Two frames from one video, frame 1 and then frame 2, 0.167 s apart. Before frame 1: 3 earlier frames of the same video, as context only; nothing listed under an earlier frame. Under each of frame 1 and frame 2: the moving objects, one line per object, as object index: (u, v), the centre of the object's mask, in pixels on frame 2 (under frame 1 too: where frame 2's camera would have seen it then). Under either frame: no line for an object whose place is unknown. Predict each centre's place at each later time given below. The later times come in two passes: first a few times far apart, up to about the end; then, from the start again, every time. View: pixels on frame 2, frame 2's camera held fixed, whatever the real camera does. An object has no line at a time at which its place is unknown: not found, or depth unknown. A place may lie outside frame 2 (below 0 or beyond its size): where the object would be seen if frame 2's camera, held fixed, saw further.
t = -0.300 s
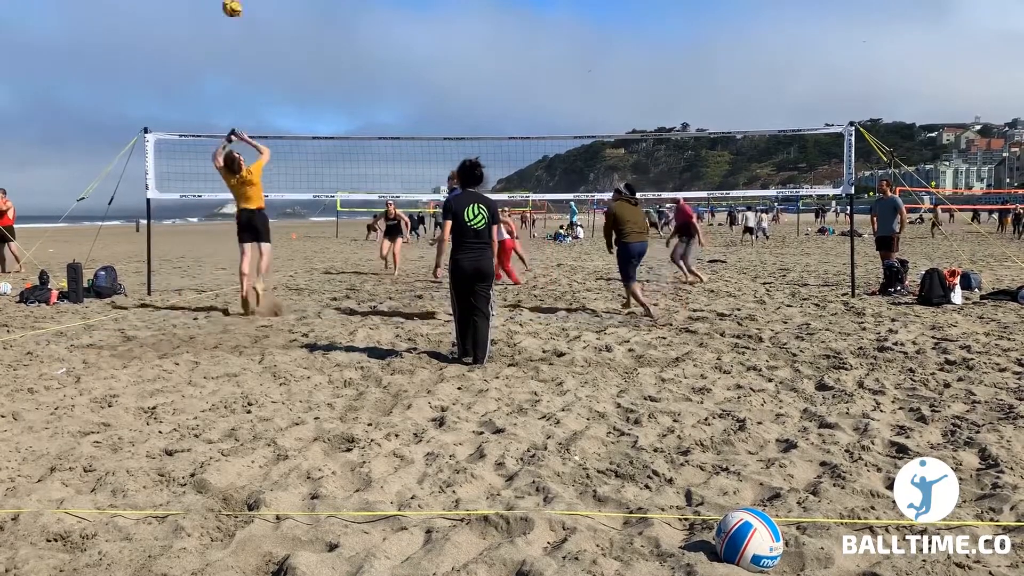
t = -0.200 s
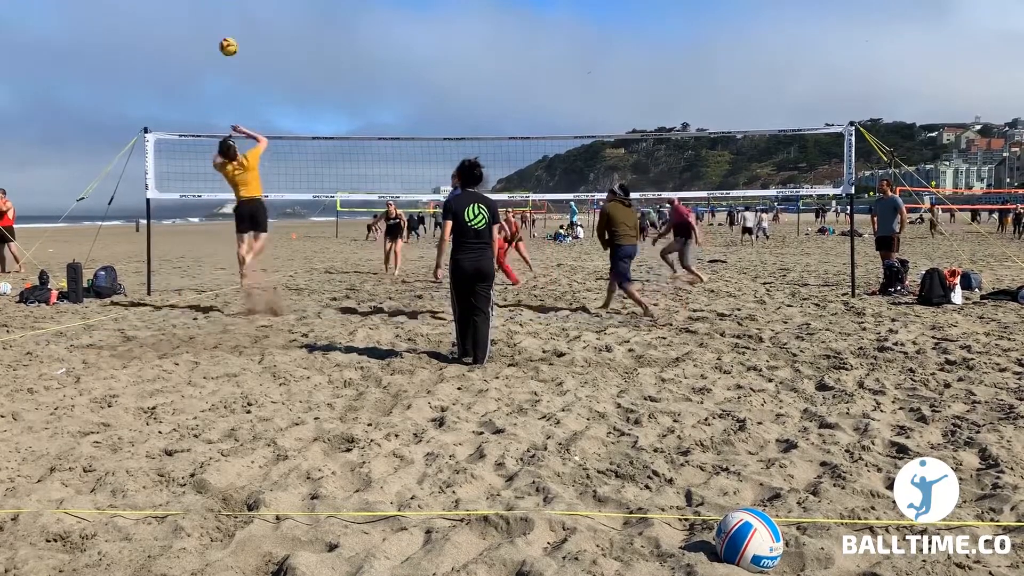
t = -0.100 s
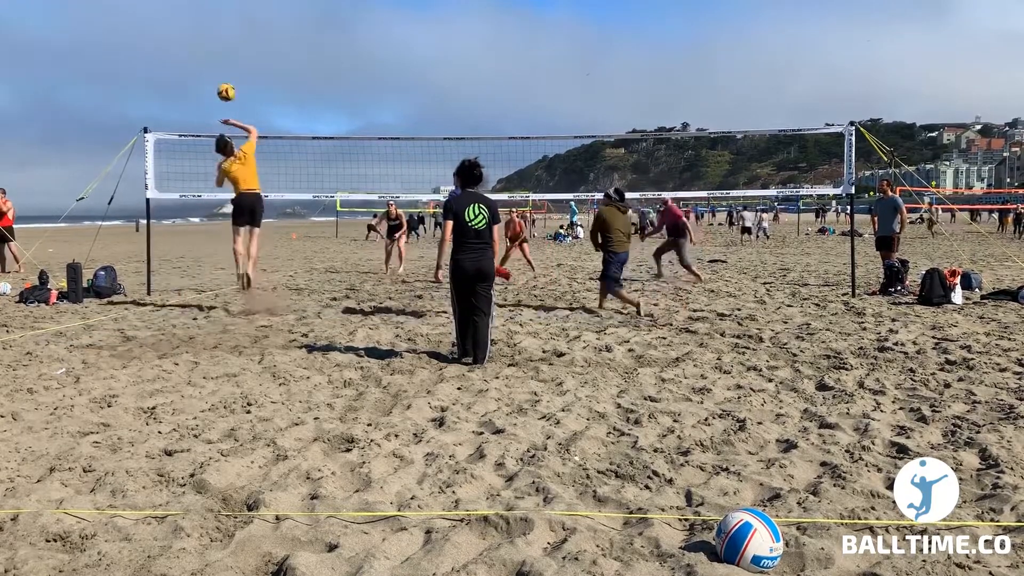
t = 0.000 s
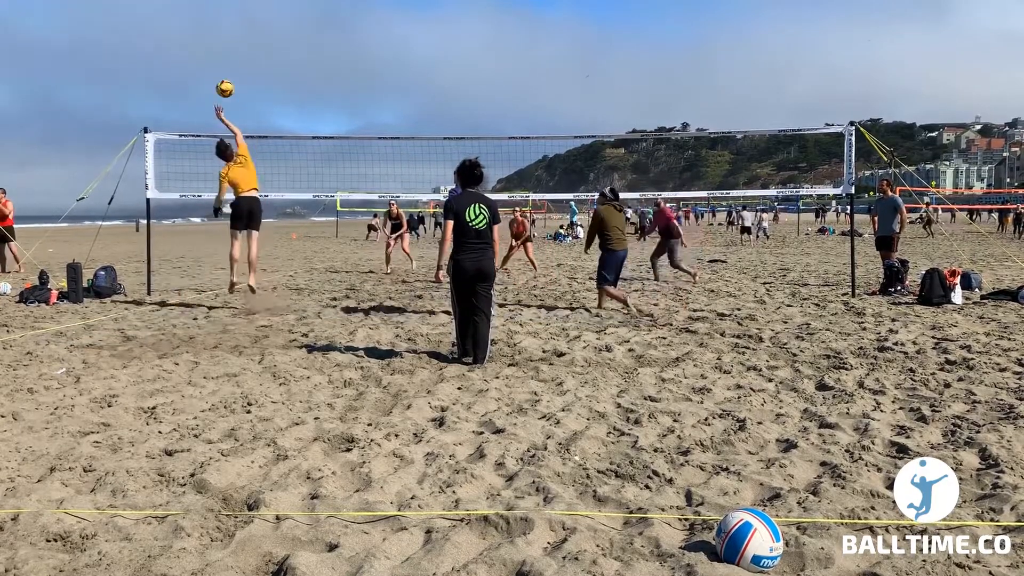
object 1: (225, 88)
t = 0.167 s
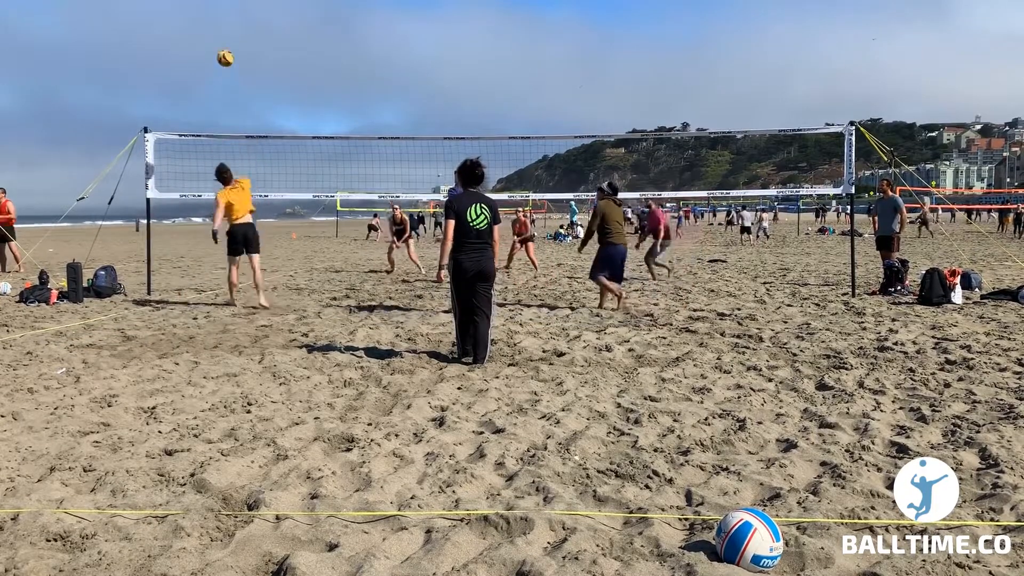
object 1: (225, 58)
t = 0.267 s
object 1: (226, 51)
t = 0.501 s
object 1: (231, 63)
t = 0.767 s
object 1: (240, 114)
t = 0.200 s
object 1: (226, 55)
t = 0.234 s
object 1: (226, 53)
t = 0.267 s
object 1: (226, 51)
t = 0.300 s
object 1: (227, 51)
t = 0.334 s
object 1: (227, 50)
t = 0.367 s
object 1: (228, 51)
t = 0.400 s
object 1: (229, 54)
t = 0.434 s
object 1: (230, 55)
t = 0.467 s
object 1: (231, 59)
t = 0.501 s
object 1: (231, 63)
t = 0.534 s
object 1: (232, 67)
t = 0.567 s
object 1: (233, 72)
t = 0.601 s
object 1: (234, 78)
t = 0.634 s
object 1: (235, 83)
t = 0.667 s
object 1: (237, 91)
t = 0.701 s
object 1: (238, 98)
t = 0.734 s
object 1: (238, 106)
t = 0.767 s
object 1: (240, 114)
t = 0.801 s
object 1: (241, 122)
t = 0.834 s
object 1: (242, 130)
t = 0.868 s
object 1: (243, 143)
